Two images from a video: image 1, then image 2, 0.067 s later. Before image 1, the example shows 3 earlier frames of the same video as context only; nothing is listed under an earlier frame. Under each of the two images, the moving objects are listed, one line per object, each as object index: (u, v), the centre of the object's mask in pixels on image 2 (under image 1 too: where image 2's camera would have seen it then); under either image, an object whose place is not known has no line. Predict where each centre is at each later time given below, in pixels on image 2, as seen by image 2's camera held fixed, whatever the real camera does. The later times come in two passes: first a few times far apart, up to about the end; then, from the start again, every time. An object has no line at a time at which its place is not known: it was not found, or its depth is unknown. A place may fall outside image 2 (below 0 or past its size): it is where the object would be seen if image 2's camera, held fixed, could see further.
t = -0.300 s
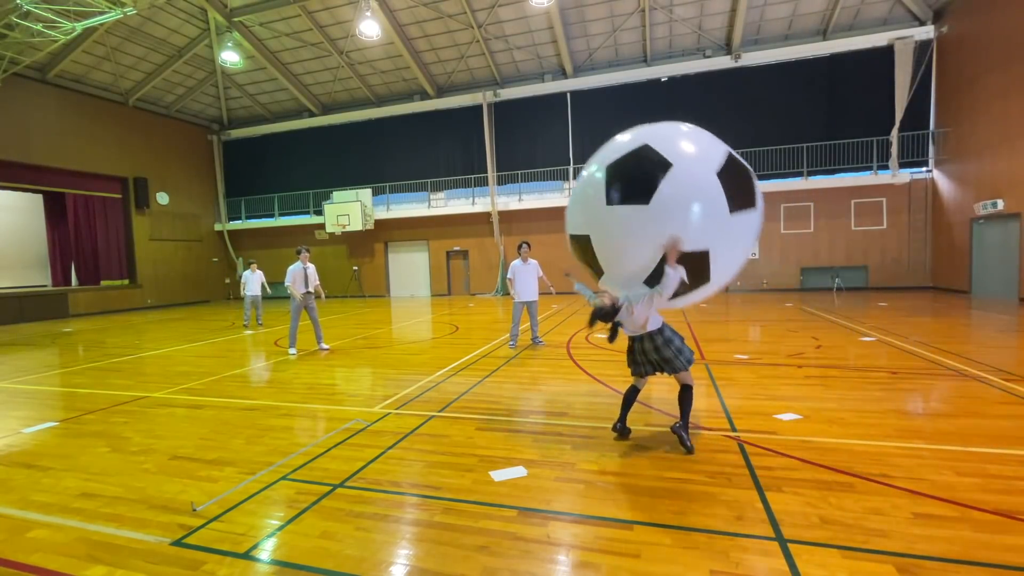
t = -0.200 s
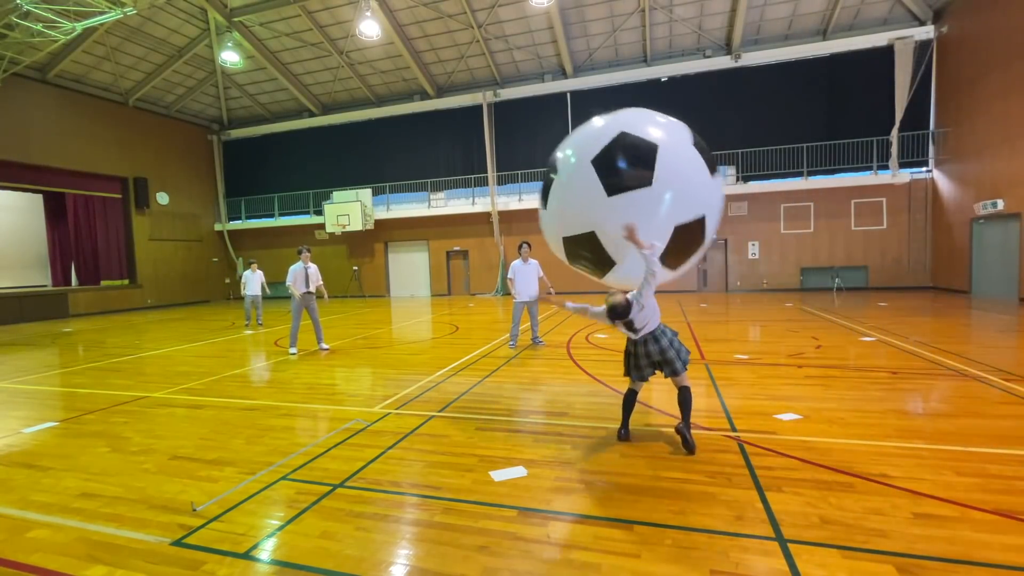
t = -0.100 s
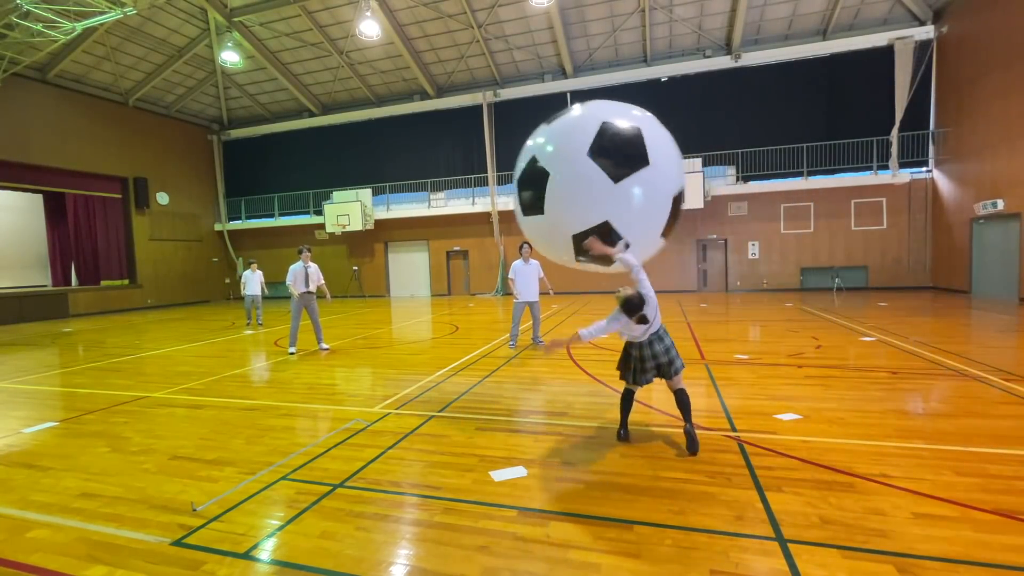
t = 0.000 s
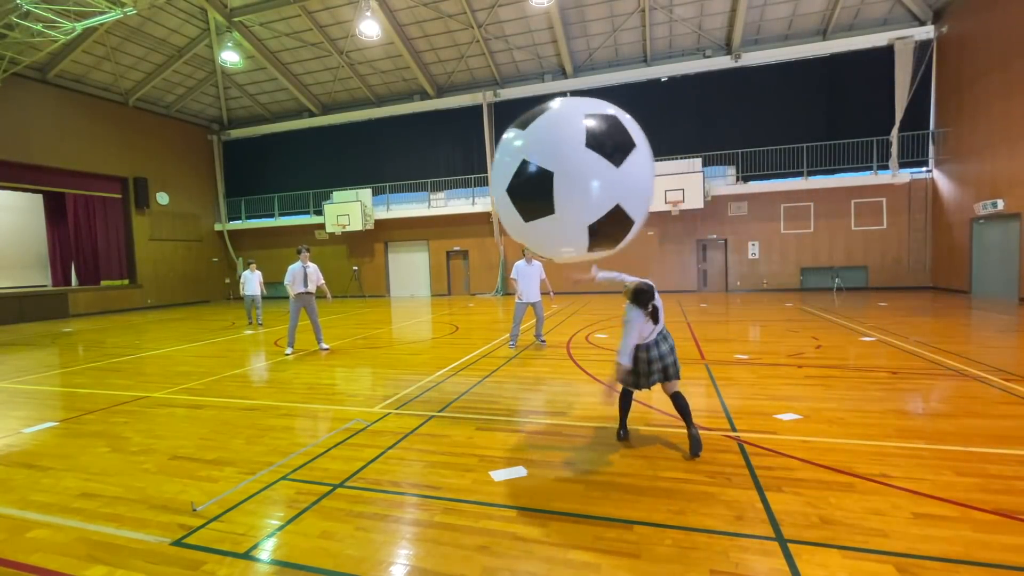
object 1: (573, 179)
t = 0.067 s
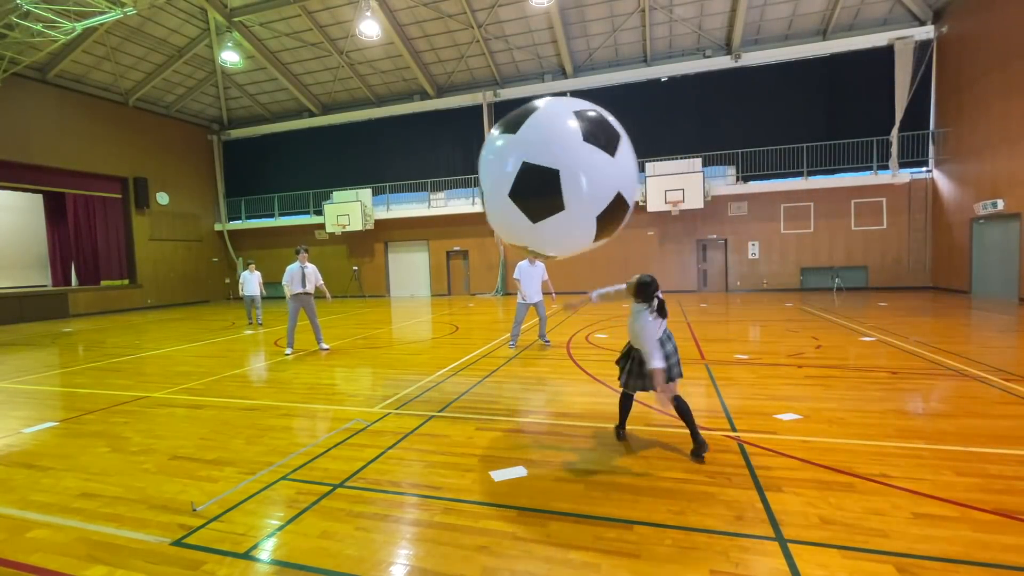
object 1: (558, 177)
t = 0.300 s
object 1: (506, 185)
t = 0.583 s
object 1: (456, 213)
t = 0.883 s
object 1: (416, 264)
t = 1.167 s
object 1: (385, 327)
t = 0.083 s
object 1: (554, 177)
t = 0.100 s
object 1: (549, 177)
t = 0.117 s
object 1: (545, 177)
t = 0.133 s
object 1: (541, 178)
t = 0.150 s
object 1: (537, 178)
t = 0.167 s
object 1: (533, 178)
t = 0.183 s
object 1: (529, 179)
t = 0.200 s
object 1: (525, 180)
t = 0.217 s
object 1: (522, 181)
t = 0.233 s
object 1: (518, 182)
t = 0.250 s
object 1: (515, 182)
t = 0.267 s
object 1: (512, 183)
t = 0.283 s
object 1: (509, 184)
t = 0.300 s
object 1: (506, 185)
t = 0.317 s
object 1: (503, 186)
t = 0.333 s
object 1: (499, 187)
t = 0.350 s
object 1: (496, 188)
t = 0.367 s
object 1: (493, 189)
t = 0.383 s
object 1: (490, 191)
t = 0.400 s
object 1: (487, 192)
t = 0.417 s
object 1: (484, 194)
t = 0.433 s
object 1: (481, 195)
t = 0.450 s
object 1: (478, 197)
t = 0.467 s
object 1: (475, 199)
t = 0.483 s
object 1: (472, 201)
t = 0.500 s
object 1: (469, 203)
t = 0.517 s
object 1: (467, 205)
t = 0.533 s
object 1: (464, 206)
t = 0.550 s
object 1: (461, 208)
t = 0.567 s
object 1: (459, 211)
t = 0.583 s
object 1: (456, 213)
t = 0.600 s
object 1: (453, 215)
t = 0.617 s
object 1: (451, 217)
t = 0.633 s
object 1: (449, 220)
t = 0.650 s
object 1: (446, 222)
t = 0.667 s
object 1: (444, 225)
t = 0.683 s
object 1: (442, 227)
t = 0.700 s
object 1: (440, 230)
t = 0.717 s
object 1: (437, 233)
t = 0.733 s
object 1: (435, 236)
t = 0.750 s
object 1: (433, 239)
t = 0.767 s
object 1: (430, 242)
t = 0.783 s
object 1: (428, 245)
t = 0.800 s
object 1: (426, 248)
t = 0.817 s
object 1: (424, 250)
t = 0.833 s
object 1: (422, 253)
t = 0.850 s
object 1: (420, 257)
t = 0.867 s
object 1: (417, 260)
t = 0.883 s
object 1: (416, 264)
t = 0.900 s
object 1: (414, 267)
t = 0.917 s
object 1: (412, 270)
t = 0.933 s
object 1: (409, 273)
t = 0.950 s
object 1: (407, 277)
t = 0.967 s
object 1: (405, 280)
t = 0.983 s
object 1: (404, 284)
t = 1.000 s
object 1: (402, 287)
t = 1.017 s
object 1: (400, 291)
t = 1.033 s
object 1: (398, 295)
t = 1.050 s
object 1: (396, 299)
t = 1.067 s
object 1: (394, 303)
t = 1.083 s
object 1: (393, 307)
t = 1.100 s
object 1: (391, 311)
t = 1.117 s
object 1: (389, 315)
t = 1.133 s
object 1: (388, 319)
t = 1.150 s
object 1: (386, 323)
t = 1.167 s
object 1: (385, 327)
